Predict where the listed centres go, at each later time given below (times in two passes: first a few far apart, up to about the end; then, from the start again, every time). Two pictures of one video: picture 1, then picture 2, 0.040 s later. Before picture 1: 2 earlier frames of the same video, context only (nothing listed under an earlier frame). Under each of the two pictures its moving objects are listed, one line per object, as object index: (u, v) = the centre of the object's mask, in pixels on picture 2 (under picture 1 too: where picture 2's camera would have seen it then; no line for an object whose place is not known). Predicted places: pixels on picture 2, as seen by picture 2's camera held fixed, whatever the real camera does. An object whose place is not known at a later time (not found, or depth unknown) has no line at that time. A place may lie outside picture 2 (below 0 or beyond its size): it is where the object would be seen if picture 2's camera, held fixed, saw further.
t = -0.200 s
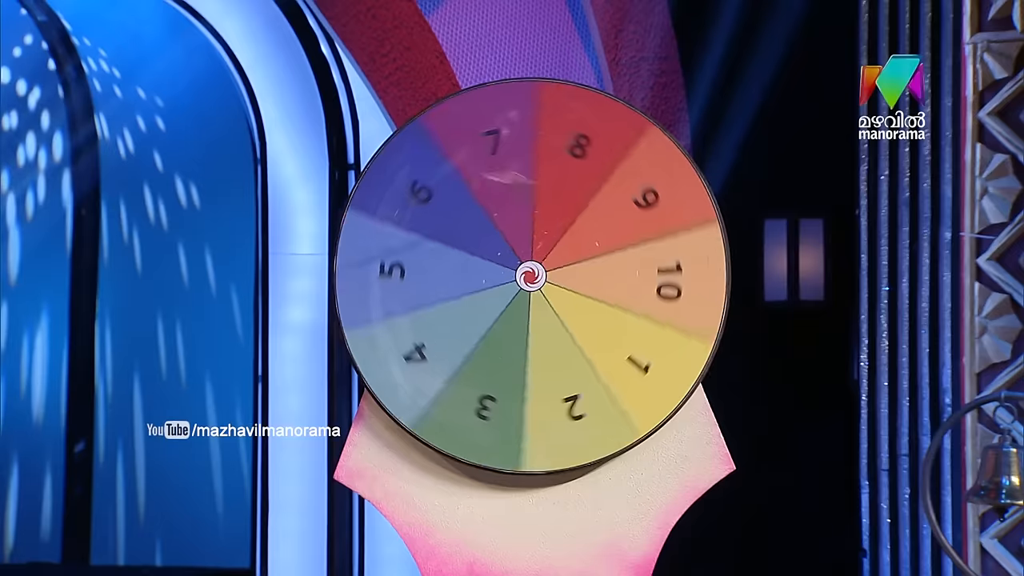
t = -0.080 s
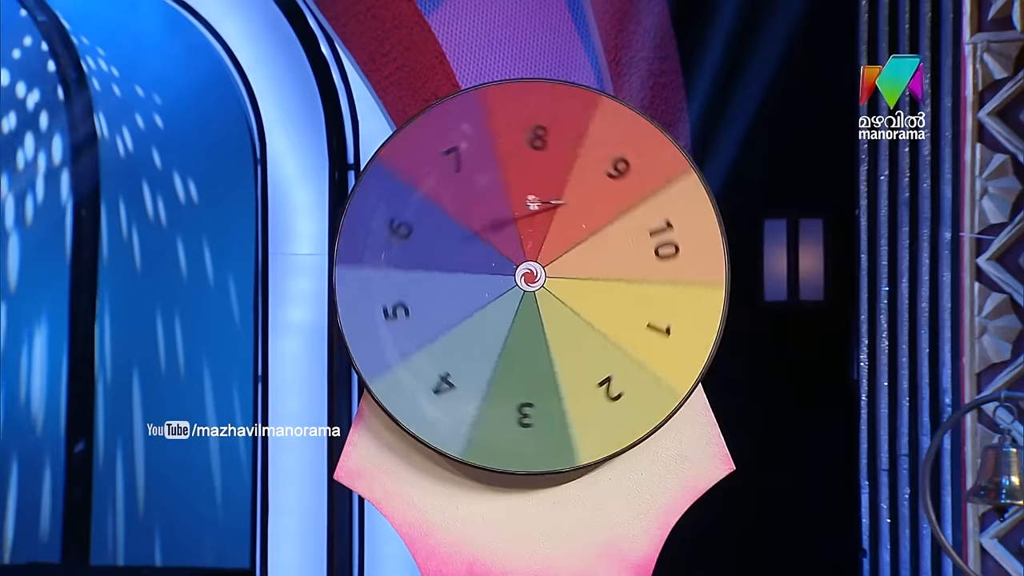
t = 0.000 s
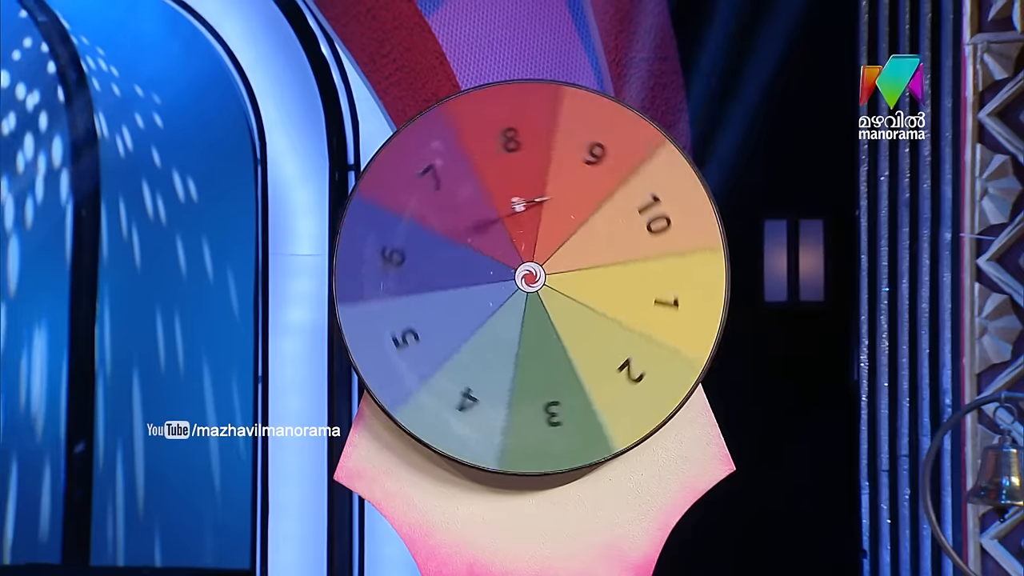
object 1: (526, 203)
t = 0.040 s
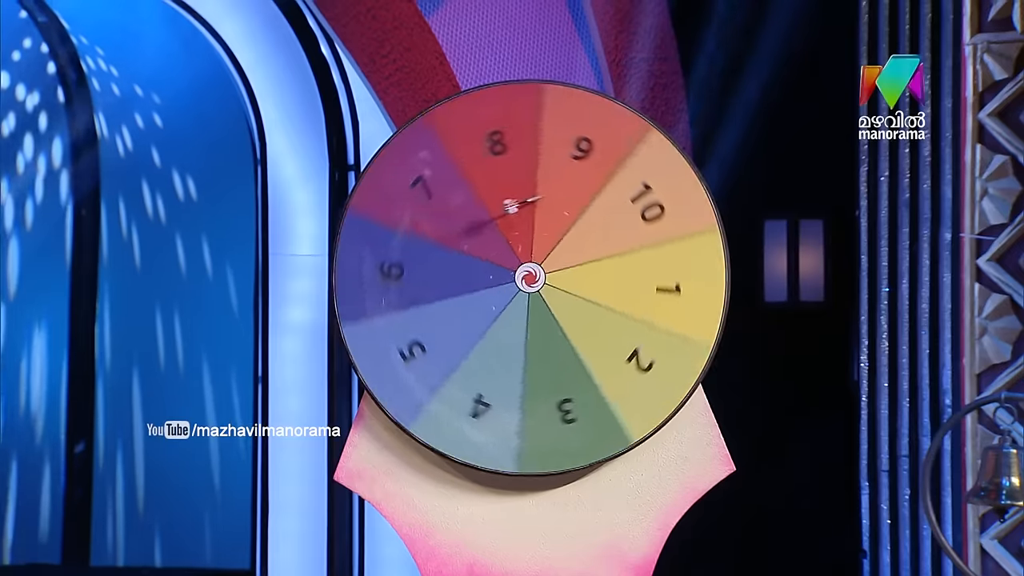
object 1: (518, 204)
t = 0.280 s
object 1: (477, 225)
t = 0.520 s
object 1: (456, 266)
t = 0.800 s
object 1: (469, 320)
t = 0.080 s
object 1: (510, 206)
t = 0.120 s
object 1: (502, 208)
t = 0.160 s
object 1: (495, 211)
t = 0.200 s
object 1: (489, 214)
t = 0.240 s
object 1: (483, 219)
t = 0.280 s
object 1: (477, 225)
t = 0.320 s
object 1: (472, 230)
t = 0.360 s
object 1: (468, 237)
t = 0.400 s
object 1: (464, 243)
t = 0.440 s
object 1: (460, 250)
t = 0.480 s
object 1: (458, 258)
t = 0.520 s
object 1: (456, 266)
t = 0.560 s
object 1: (455, 274)
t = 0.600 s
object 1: (455, 282)
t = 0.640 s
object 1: (456, 290)
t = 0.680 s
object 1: (458, 298)
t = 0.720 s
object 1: (460, 305)
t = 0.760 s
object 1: (463, 313)
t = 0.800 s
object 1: (469, 320)
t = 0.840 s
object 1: (474, 327)
